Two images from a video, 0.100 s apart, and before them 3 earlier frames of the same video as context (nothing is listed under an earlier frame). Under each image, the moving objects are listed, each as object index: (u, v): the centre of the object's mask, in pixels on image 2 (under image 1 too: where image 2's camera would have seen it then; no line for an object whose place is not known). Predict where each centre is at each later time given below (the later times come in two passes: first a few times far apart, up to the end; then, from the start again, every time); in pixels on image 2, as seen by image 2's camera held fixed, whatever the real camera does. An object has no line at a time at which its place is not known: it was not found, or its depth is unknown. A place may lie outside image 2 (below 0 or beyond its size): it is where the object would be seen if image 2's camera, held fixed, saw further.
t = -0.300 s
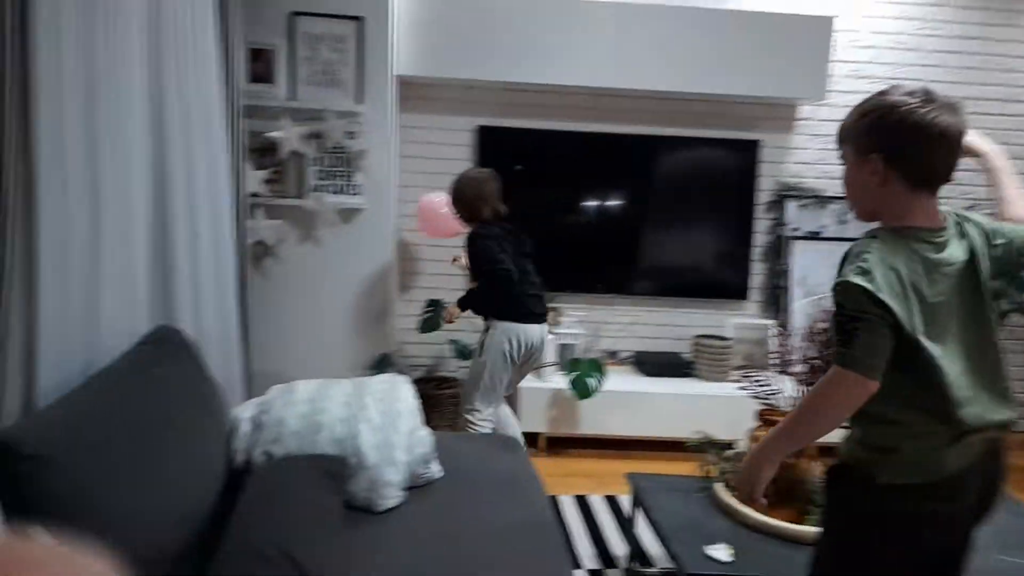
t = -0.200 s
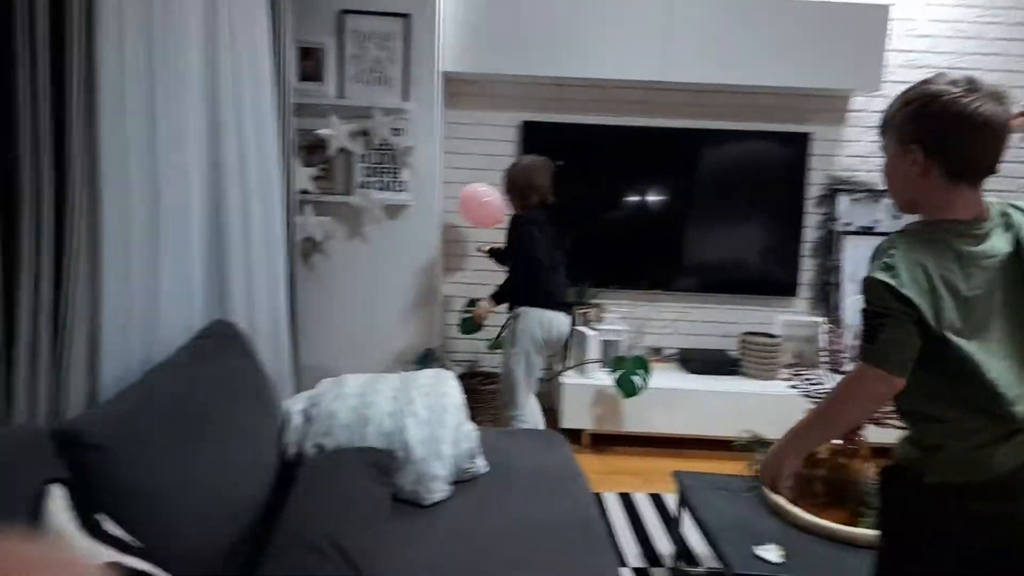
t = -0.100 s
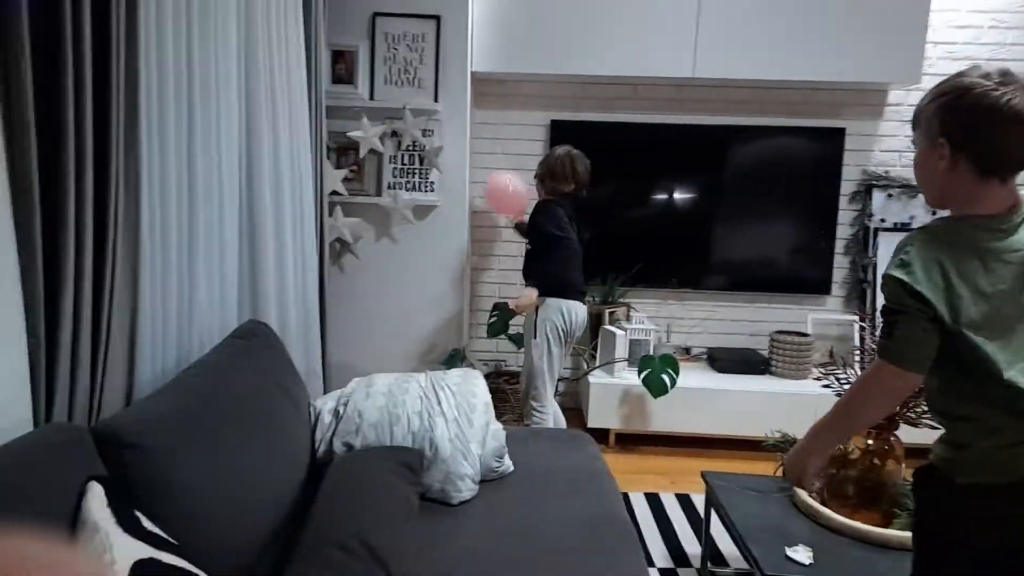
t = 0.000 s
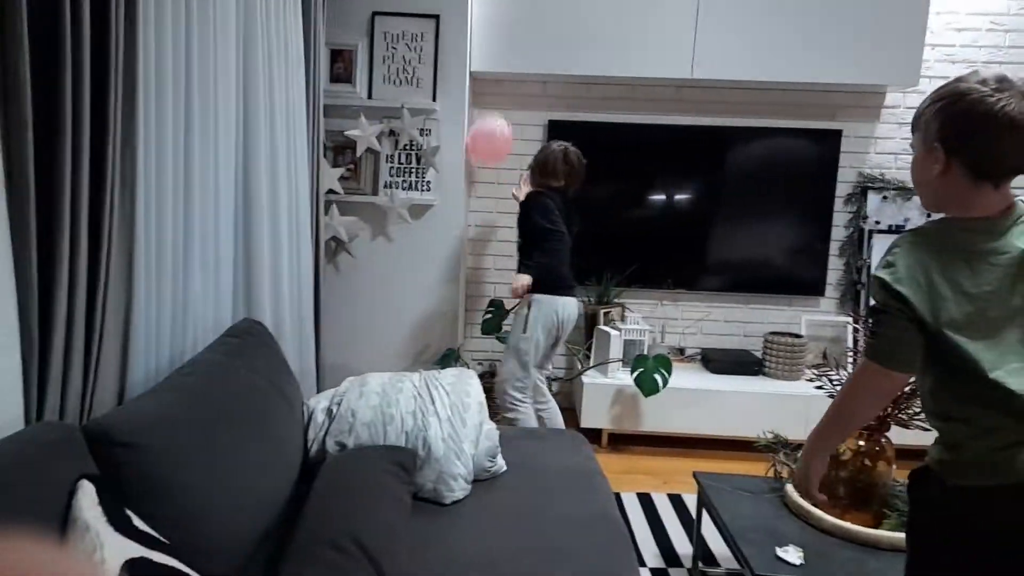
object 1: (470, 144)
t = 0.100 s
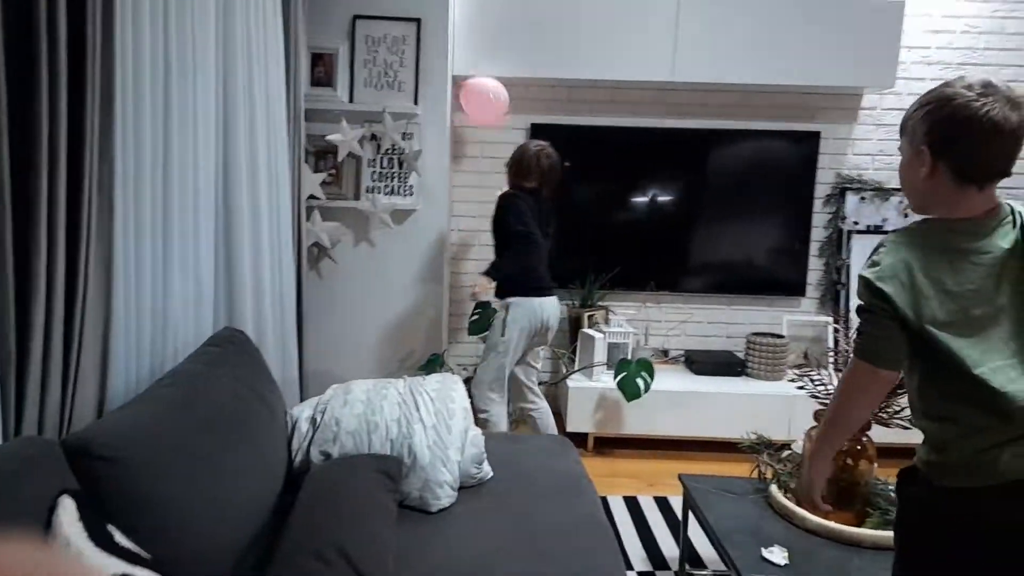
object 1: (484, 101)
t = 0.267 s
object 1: (497, 51)
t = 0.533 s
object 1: (514, 19)
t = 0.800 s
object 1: (518, 40)
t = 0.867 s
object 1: (519, 51)
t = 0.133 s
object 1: (488, 87)
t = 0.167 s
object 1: (490, 78)
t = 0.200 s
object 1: (493, 67)
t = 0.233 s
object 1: (495, 58)
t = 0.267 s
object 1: (497, 51)
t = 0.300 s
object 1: (499, 45)
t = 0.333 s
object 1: (501, 41)
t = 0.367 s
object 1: (504, 35)
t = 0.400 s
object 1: (506, 30)
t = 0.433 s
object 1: (508, 26)
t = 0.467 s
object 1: (510, 22)
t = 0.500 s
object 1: (511, 19)
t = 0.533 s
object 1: (514, 19)
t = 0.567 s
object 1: (515, 17)
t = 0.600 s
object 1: (516, 17)
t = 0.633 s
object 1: (517, 19)
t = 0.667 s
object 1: (517, 20)
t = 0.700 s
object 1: (517, 25)
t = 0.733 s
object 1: (517, 28)
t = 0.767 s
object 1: (515, 33)
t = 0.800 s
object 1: (518, 40)
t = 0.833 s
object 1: (518, 45)
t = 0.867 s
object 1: (519, 51)
